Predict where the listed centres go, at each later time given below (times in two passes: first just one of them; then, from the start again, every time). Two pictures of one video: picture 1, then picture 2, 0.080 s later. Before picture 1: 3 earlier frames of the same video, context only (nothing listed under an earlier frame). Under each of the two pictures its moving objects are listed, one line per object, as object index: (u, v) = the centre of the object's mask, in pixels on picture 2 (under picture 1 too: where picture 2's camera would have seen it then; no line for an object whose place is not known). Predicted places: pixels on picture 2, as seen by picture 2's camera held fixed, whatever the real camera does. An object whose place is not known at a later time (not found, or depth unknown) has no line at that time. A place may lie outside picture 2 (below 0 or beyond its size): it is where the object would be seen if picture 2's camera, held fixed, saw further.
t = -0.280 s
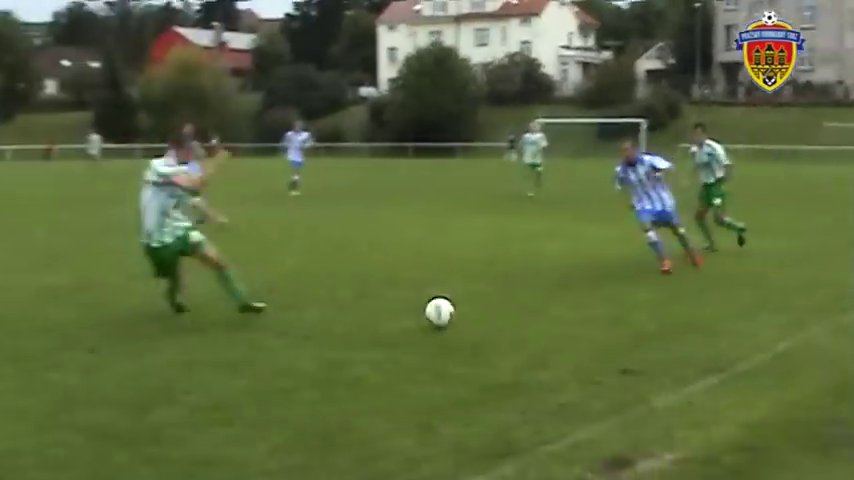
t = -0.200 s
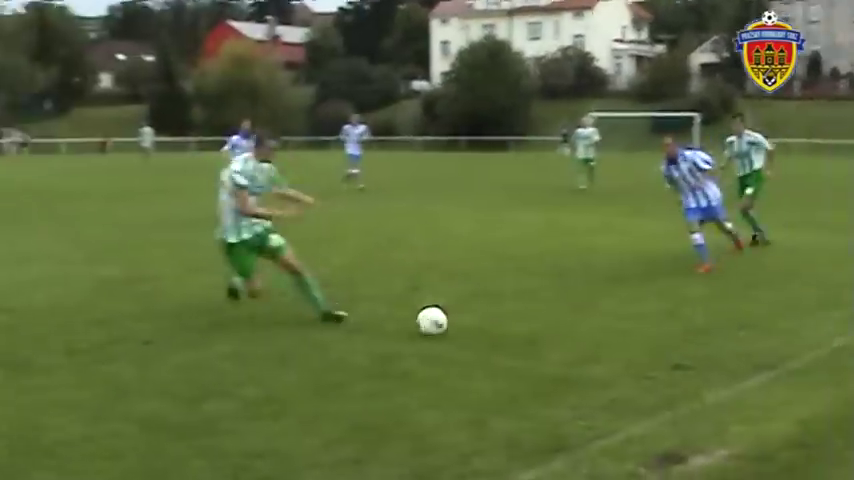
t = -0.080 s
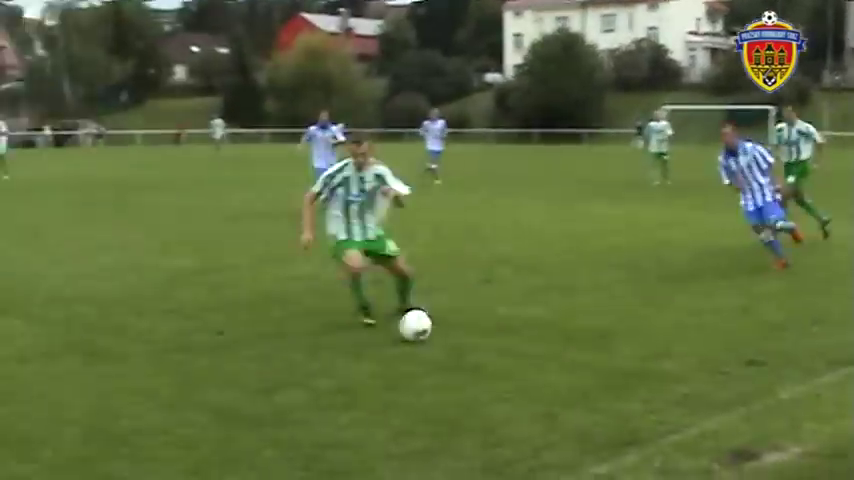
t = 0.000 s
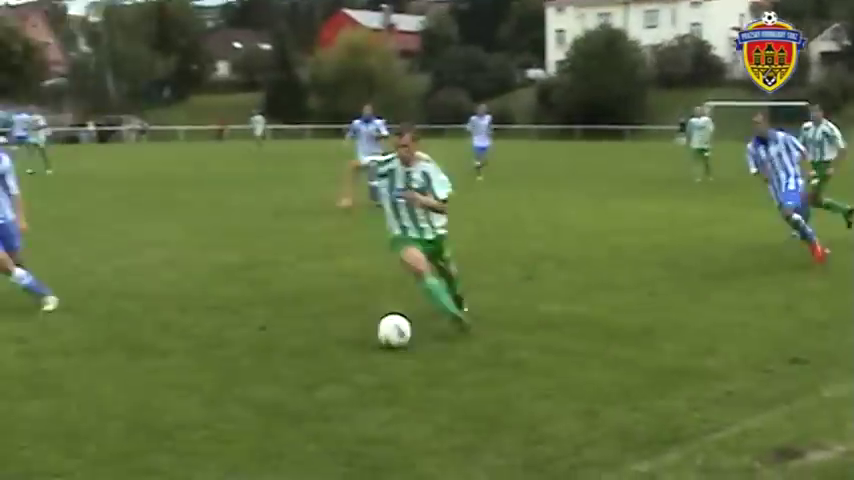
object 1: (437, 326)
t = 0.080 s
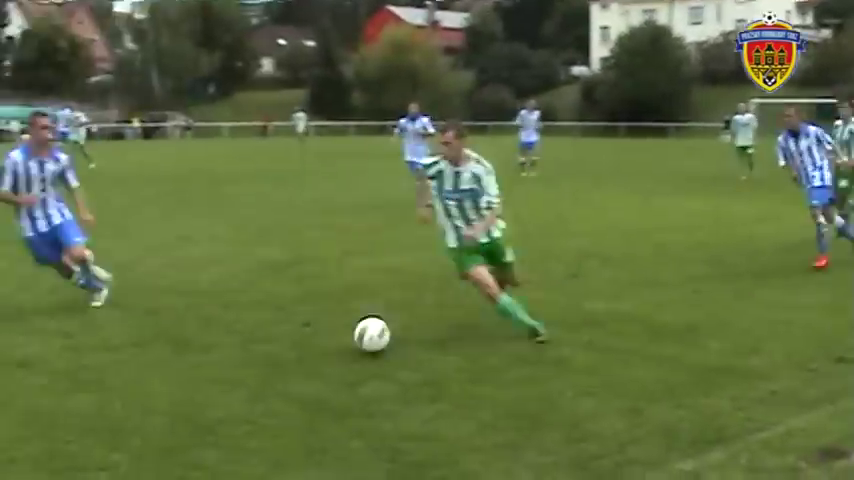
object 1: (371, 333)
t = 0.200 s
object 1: (265, 350)
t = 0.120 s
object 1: (338, 341)
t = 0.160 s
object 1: (301, 347)
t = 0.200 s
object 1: (265, 350)
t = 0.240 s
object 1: (227, 354)
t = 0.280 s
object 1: (186, 363)
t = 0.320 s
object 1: (144, 374)
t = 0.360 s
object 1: (102, 380)
